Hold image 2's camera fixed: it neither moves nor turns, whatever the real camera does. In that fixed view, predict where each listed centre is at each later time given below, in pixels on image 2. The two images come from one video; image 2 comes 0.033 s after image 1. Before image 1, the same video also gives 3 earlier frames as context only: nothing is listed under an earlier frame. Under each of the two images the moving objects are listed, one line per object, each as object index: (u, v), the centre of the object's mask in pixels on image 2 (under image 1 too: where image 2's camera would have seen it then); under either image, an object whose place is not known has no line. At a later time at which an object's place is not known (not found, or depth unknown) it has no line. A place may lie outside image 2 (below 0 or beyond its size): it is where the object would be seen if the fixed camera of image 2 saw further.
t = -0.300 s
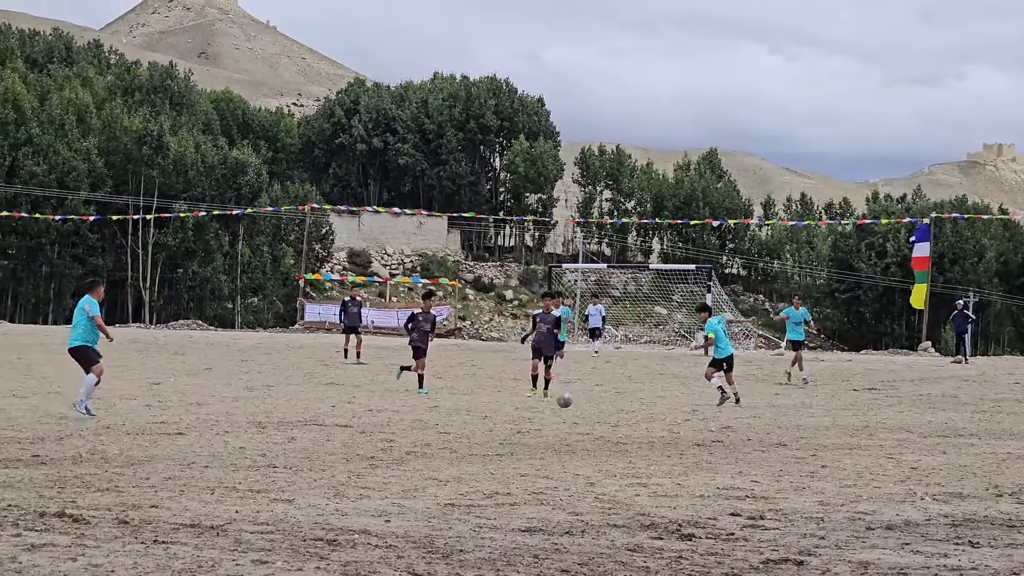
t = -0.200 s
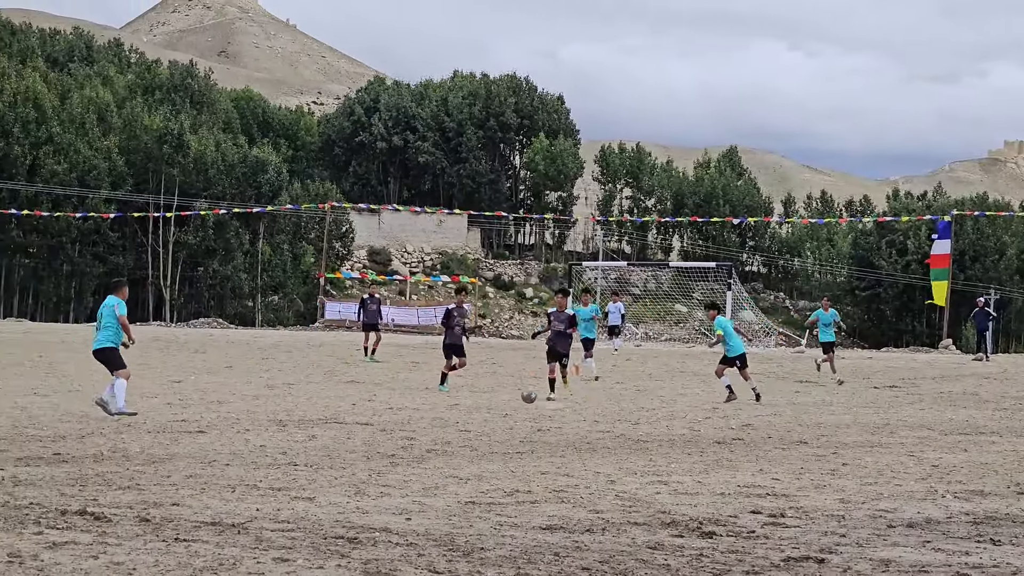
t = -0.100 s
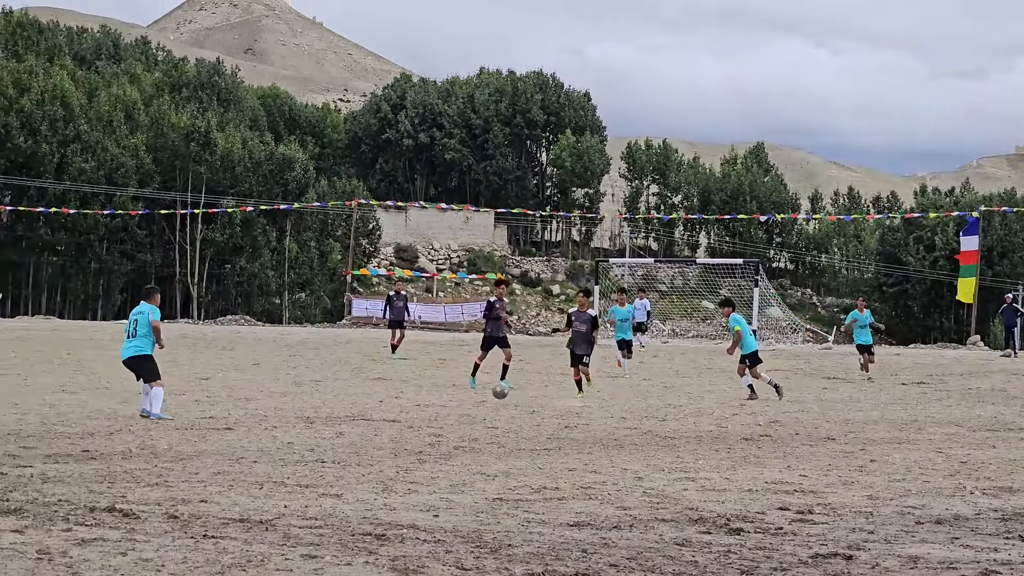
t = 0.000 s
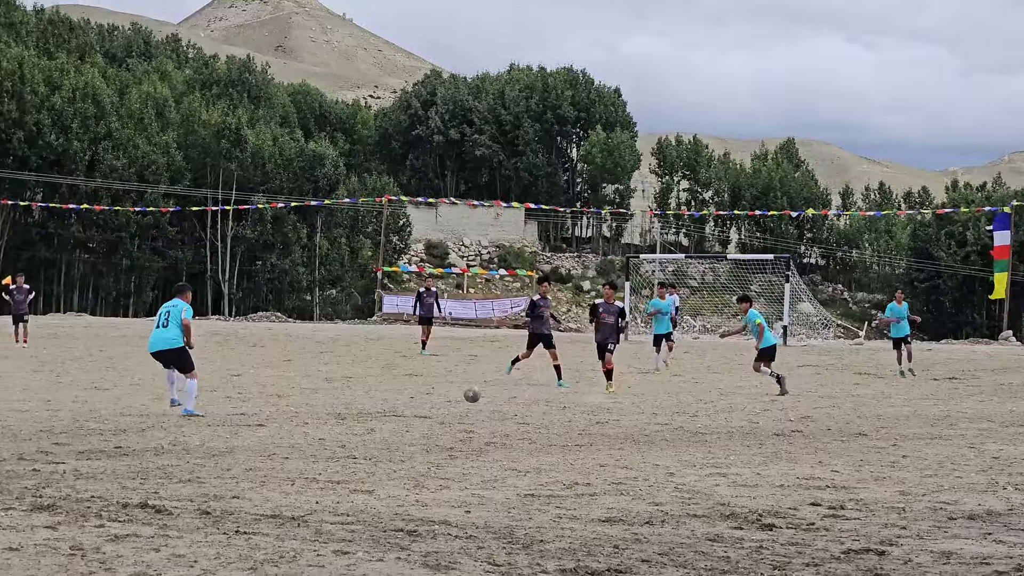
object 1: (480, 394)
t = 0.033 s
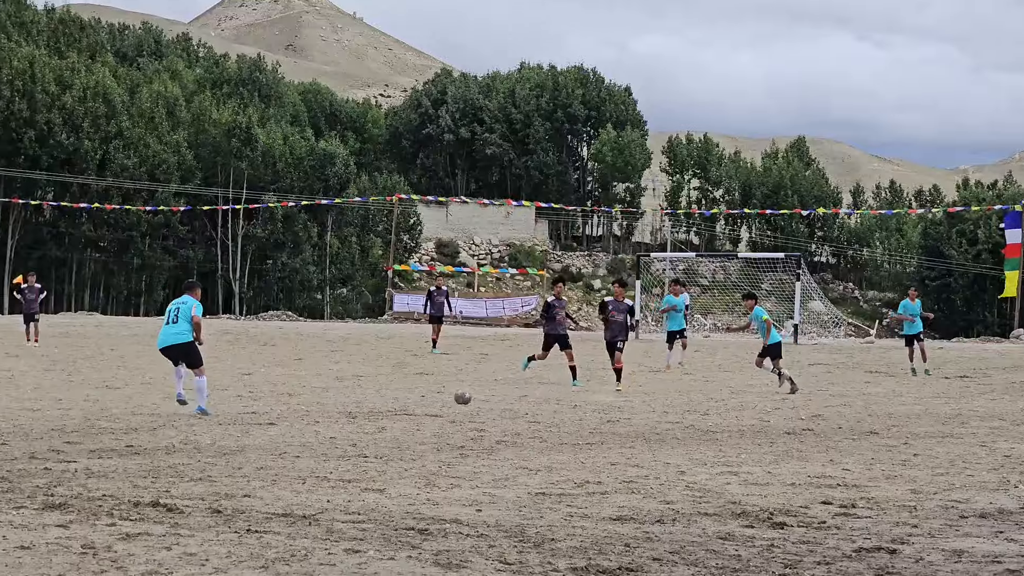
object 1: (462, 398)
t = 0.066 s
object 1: (451, 390)
